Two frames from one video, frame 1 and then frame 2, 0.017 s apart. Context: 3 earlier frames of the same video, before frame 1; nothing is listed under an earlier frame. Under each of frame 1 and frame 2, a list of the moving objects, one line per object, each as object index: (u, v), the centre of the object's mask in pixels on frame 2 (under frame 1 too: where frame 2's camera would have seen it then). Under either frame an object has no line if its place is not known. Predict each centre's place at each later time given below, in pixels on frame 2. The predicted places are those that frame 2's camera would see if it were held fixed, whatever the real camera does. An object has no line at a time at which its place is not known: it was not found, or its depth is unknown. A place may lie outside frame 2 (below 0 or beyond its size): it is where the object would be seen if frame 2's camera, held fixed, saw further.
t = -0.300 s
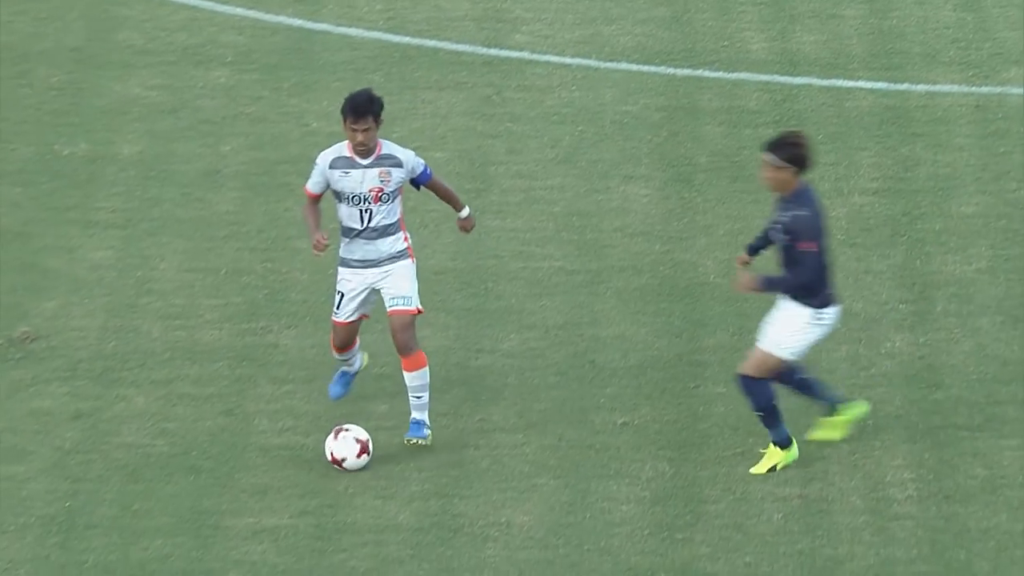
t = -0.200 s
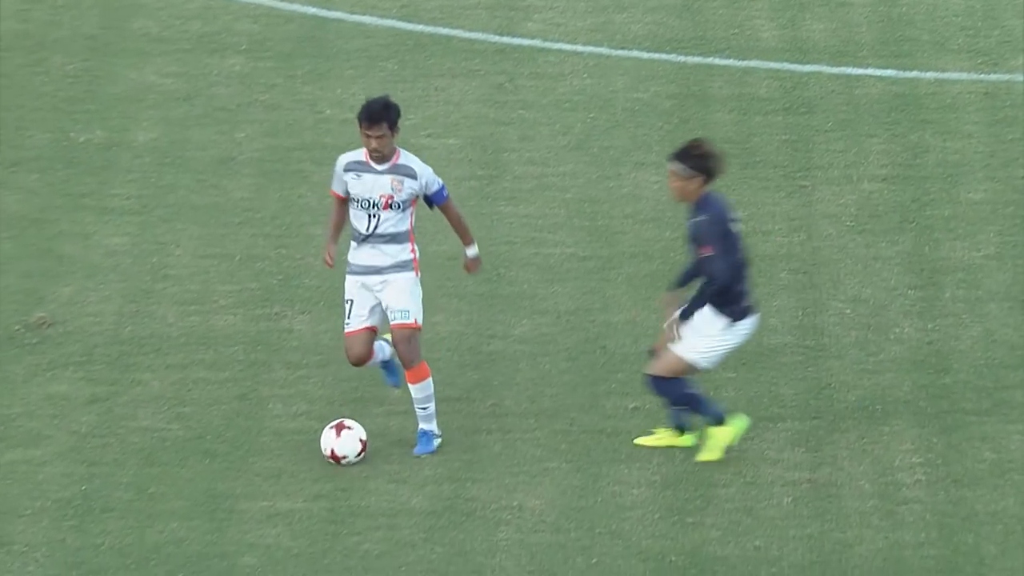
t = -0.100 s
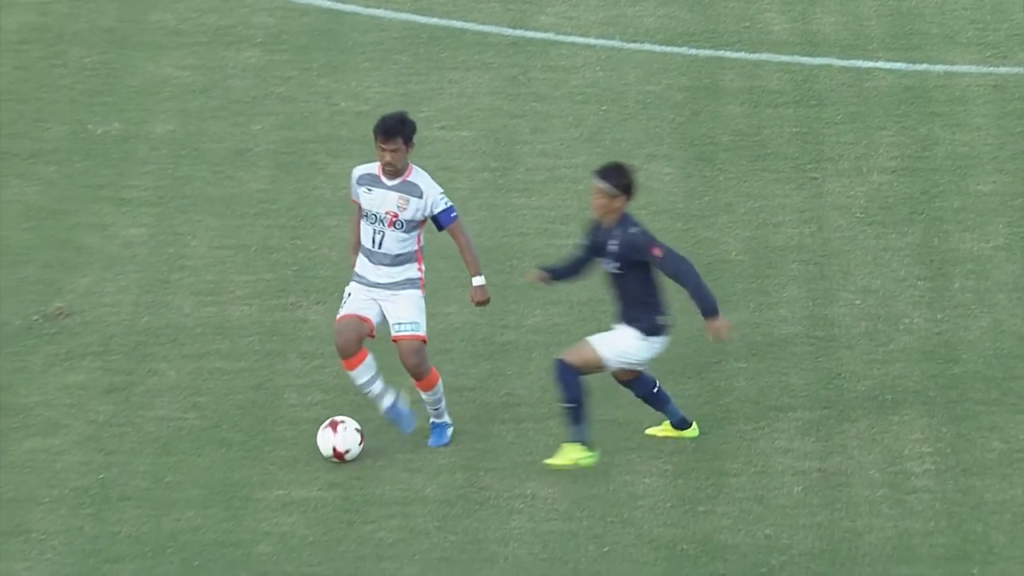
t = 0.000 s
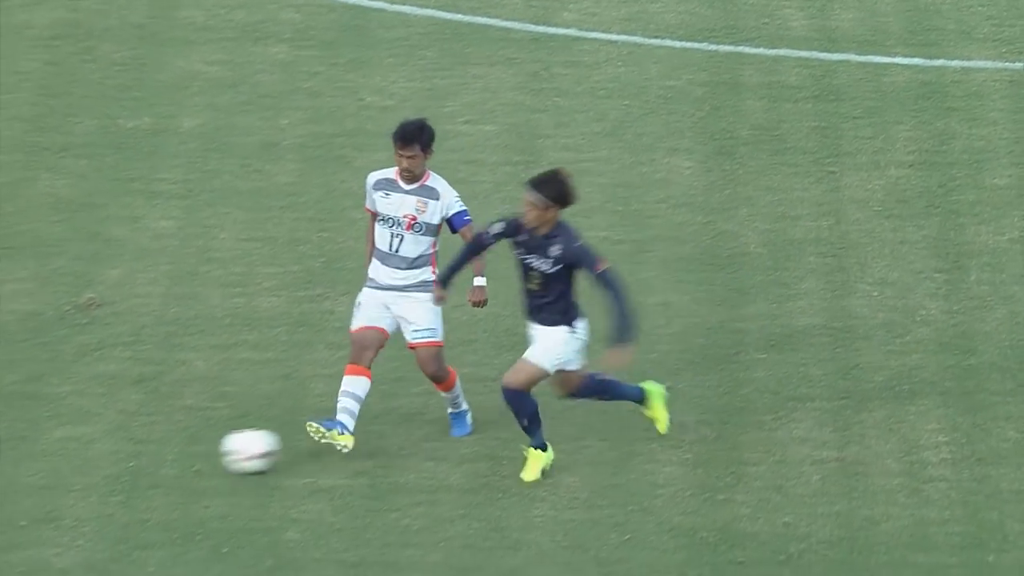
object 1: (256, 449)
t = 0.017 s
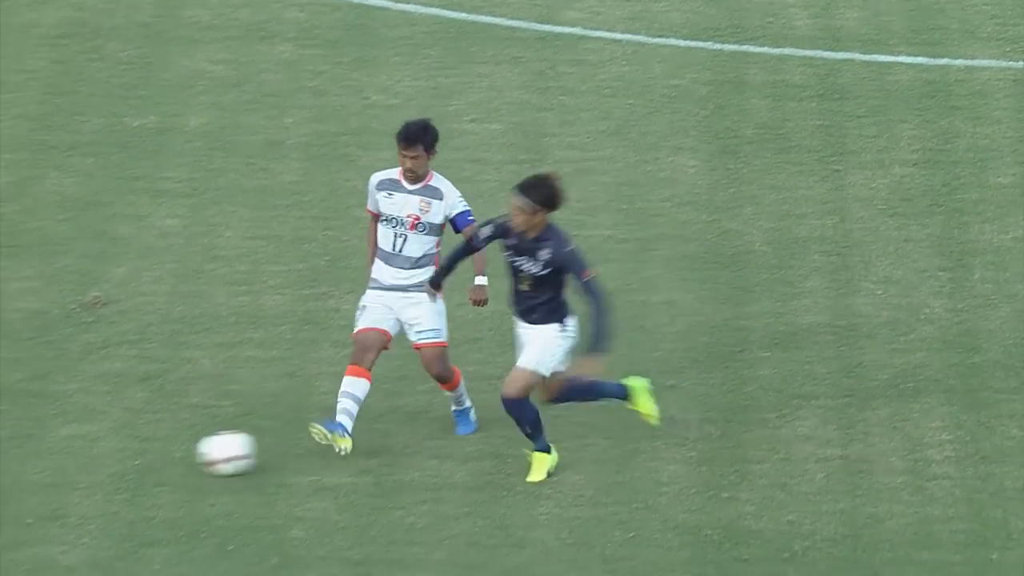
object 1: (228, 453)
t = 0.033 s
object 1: (198, 458)
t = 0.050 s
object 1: (168, 463)
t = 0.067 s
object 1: (138, 468)
